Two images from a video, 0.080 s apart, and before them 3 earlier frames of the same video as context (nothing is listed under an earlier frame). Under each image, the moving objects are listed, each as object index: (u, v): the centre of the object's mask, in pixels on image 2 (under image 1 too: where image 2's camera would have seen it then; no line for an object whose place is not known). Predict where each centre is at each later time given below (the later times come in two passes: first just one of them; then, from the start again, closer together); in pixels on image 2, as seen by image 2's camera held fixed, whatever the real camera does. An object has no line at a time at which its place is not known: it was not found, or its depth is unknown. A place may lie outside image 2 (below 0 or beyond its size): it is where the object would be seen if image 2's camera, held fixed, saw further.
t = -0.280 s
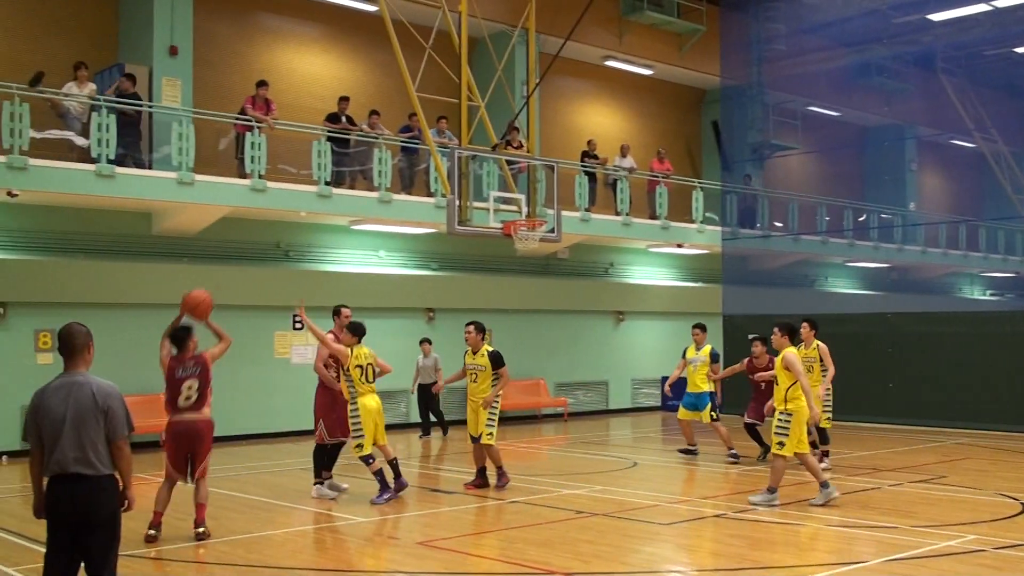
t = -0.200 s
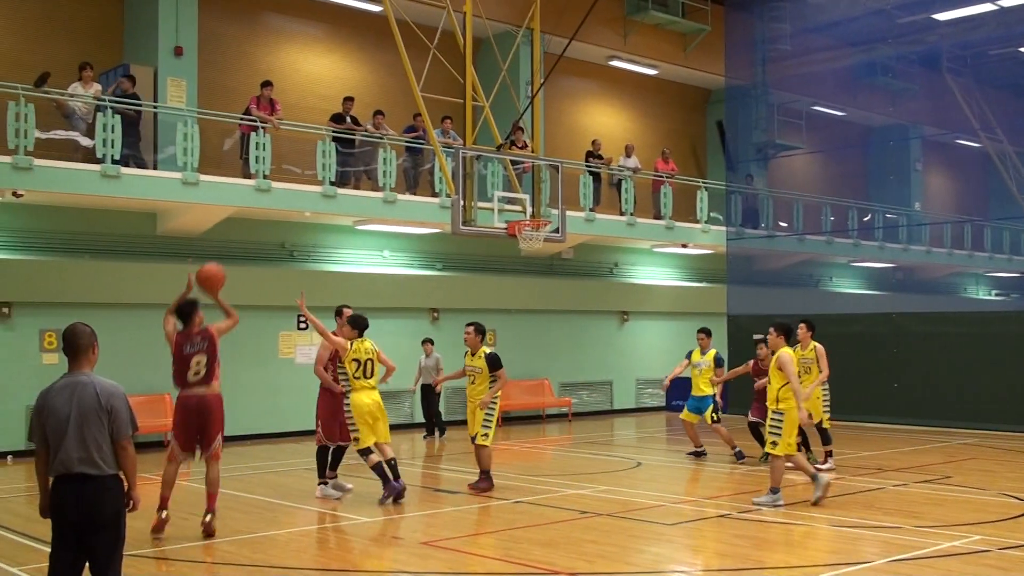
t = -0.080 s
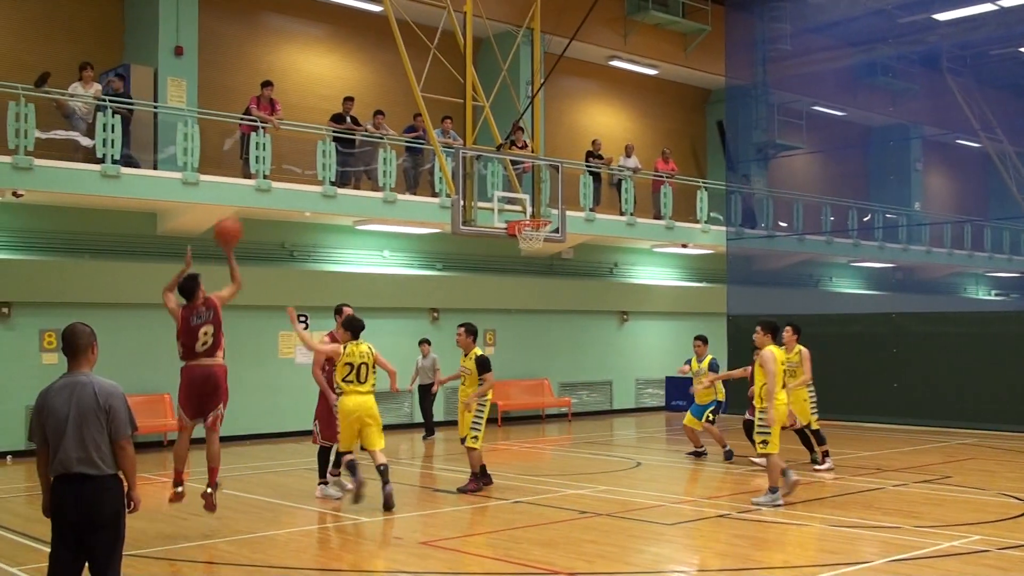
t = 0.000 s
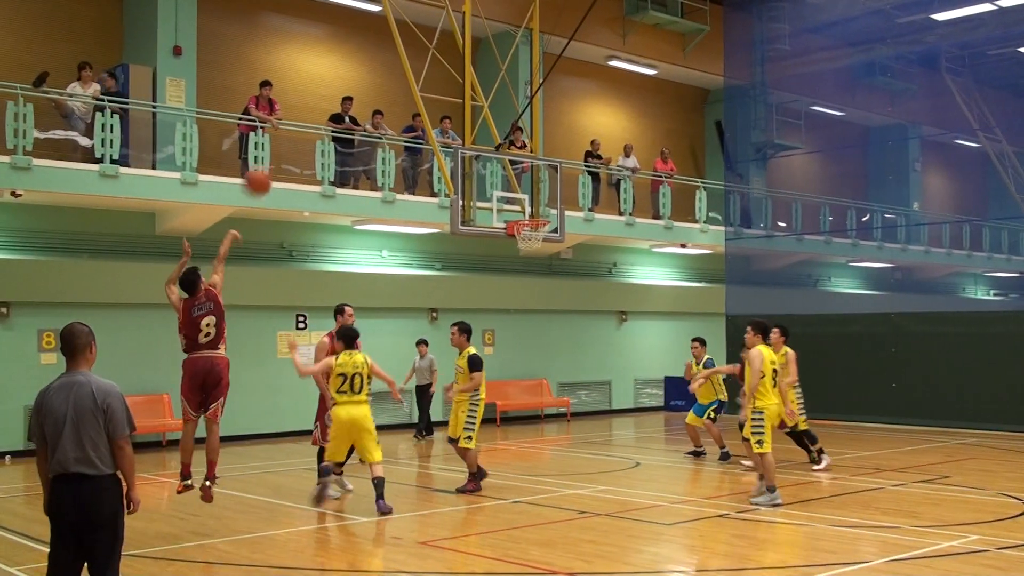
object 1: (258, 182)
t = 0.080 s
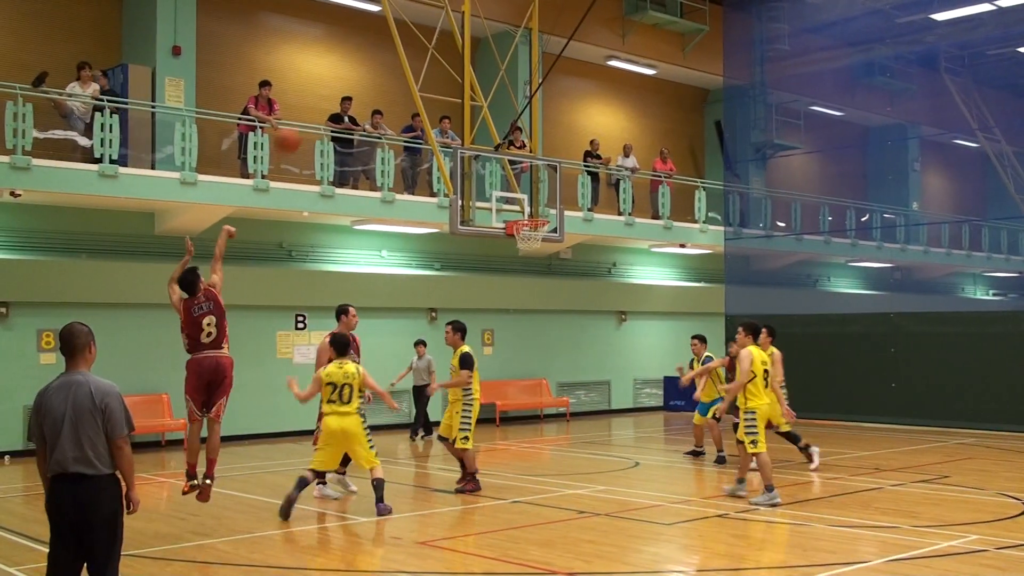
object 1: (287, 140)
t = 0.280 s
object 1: (355, 78)
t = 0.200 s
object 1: (330, 97)
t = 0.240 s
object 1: (342, 86)
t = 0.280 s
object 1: (355, 78)
